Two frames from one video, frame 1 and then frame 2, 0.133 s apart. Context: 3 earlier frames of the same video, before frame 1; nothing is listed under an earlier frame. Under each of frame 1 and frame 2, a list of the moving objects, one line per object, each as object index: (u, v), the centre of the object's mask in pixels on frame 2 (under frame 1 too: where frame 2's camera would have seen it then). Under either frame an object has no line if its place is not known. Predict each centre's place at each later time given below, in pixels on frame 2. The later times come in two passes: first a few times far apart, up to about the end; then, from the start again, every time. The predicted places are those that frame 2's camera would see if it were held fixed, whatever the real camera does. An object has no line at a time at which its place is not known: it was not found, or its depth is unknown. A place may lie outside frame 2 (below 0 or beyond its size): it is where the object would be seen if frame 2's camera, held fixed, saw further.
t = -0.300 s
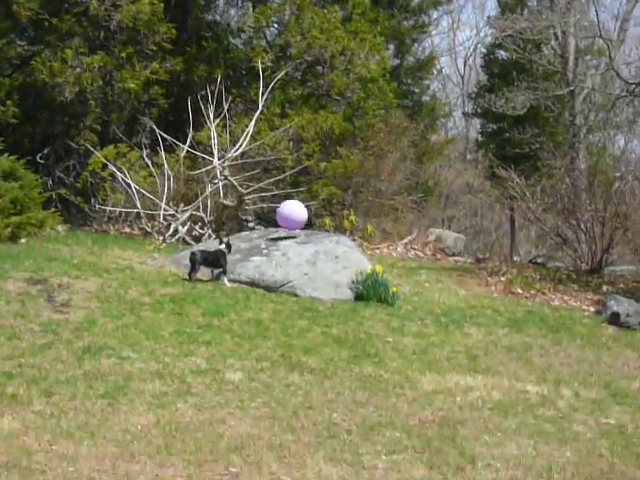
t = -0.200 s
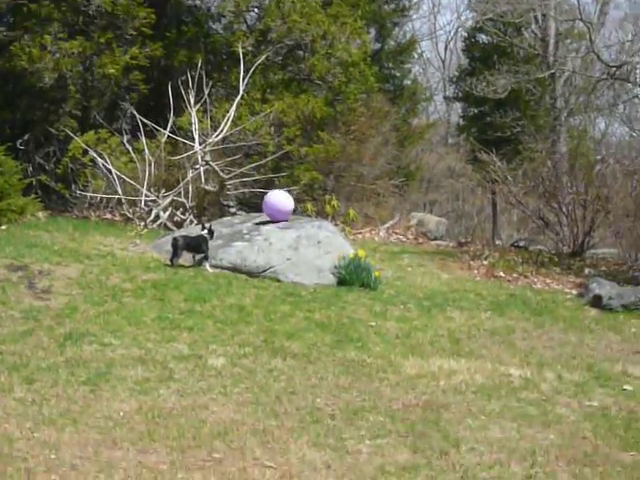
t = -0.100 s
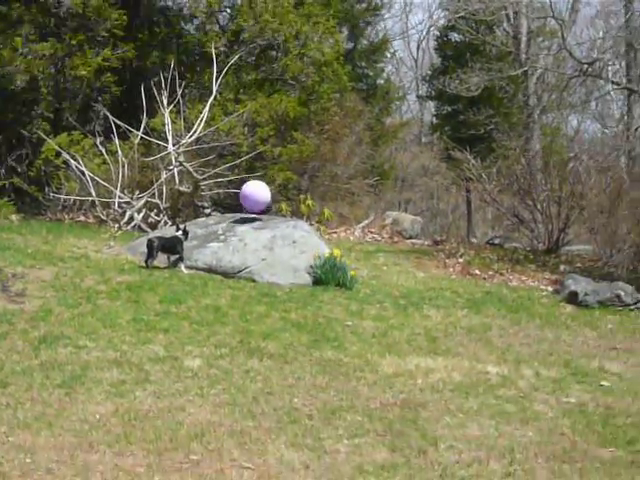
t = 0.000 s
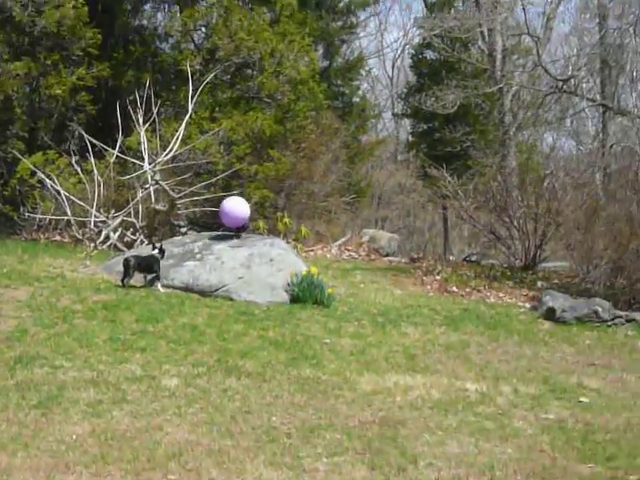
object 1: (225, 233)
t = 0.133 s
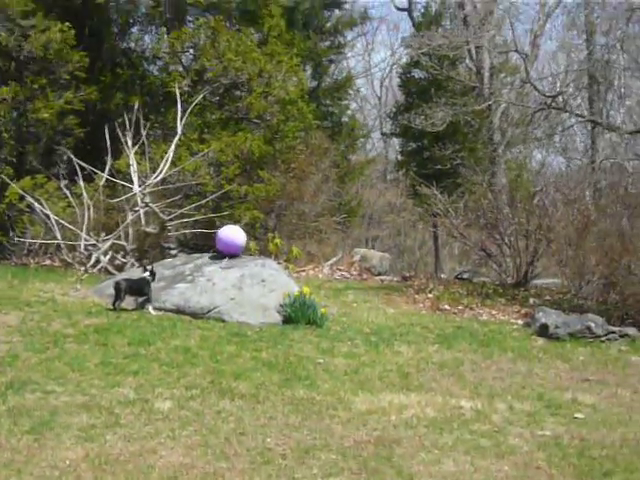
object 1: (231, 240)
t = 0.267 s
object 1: (235, 232)
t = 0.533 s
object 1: (248, 236)
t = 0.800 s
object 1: (267, 244)
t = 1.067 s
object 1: (293, 266)
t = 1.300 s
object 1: (322, 282)
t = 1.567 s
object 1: (368, 301)
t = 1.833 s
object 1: (408, 306)
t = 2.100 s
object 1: (449, 308)
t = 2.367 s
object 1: (488, 310)
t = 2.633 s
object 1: (522, 303)
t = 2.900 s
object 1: (542, 303)
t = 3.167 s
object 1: (572, 306)
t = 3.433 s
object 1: (602, 311)
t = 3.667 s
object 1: (627, 318)
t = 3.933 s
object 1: (654, 323)
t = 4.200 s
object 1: (674, 324)
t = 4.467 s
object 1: (685, 325)
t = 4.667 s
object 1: (685, 325)
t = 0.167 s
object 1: (232, 240)
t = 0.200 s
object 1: (233, 238)
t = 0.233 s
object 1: (234, 234)
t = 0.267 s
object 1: (235, 232)
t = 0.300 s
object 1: (236, 232)
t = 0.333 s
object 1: (238, 233)
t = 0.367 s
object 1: (239, 234)
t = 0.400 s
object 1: (241, 236)
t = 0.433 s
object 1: (242, 238)
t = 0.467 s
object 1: (244, 240)
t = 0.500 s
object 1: (246, 237)
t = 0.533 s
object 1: (248, 236)
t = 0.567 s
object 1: (250, 235)
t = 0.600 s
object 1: (253, 235)
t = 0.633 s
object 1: (255, 235)
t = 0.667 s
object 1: (257, 237)
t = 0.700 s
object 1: (260, 240)
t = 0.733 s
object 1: (262, 241)
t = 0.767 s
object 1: (264, 244)
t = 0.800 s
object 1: (267, 244)
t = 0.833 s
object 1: (270, 245)
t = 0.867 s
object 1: (273, 246)
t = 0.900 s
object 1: (277, 248)
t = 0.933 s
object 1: (280, 251)
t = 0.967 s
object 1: (283, 254)
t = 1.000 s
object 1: (287, 257)
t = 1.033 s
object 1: (290, 262)
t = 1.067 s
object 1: (293, 266)
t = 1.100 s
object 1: (296, 272)
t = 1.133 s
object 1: (300, 275)
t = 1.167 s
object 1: (303, 276)
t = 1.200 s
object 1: (308, 276)
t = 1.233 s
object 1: (313, 278)
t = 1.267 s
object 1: (318, 280)
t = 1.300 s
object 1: (322, 282)
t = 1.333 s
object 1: (329, 285)
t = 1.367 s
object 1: (335, 289)
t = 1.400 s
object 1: (341, 293)
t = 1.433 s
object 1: (347, 299)
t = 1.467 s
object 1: (352, 303)
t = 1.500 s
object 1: (358, 304)
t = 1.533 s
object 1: (362, 302)
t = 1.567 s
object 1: (368, 301)
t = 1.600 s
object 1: (372, 301)
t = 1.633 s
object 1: (377, 301)
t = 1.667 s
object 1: (383, 302)
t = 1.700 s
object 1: (387, 304)
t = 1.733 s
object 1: (392, 306)
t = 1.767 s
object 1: (397, 307)
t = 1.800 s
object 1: (403, 307)
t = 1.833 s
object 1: (408, 306)
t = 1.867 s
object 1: (413, 306)
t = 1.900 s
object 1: (418, 306)
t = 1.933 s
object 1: (423, 306)
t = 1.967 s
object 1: (429, 307)
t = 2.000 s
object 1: (434, 308)
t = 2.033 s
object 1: (439, 308)
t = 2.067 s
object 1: (444, 308)
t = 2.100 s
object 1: (449, 308)
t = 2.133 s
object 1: (455, 309)
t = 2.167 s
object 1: (459, 309)
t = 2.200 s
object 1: (464, 309)
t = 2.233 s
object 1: (469, 309)
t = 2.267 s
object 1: (474, 309)
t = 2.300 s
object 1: (479, 310)
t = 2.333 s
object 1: (484, 310)
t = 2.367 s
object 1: (488, 310)
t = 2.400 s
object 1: (493, 311)
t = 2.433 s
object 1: (498, 312)
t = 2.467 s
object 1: (502, 312)
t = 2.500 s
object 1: (507, 311)
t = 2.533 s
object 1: (512, 311)
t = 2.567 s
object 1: (516, 310)
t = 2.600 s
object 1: (519, 307)
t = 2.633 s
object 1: (522, 303)
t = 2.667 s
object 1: (524, 302)
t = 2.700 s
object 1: (526, 299)
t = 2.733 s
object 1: (529, 298)
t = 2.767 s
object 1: (532, 297)
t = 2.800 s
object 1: (535, 298)
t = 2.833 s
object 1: (537, 299)
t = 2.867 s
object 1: (540, 300)
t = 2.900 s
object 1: (542, 303)
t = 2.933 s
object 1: (545, 304)
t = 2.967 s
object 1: (549, 305)
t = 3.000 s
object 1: (555, 303)
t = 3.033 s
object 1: (558, 304)
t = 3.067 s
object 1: (562, 303)
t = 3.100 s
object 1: (565, 303)
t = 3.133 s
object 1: (568, 305)
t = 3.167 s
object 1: (572, 306)
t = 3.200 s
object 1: (575, 308)
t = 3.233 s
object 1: (578, 310)
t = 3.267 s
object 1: (581, 311)
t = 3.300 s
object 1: (585, 312)
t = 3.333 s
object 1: (590, 311)
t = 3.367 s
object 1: (594, 310)
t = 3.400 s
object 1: (599, 310)
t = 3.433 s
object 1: (602, 311)
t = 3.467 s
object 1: (606, 312)
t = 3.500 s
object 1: (610, 313)
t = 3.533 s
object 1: (614, 314)
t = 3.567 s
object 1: (617, 317)
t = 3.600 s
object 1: (620, 319)
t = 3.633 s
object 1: (624, 319)
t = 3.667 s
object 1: (627, 318)
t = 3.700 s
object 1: (629, 318)
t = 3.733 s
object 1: (633, 318)
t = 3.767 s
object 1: (637, 318)
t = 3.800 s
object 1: (641, 319)
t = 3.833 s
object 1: (645, 321)
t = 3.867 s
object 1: (648, 323)
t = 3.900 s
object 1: (651, 323)
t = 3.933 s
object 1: (654, 323)
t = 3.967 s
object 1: (656, 324)
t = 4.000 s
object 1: (659, 323)
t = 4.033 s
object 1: (661, 324)
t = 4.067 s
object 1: (664, 324)
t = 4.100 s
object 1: (666, 324)
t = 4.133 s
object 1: (670, 323)
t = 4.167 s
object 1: (672, 324)
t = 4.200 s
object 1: (674, 324)
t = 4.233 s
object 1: (677, 324)
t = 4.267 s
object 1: (679, 324)
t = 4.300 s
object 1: (681, 324)
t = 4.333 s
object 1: (682, 325)
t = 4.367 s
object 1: (683, 325)
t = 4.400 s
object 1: (685, 324)
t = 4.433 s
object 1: (685, 324)
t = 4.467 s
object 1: (685, 325)
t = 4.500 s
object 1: (685, 325)
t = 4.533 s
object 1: (685, 325)
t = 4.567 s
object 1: (685, 325)
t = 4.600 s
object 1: (685, 325)
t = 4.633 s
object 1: (685, 325)
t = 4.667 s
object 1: (685, 325)
